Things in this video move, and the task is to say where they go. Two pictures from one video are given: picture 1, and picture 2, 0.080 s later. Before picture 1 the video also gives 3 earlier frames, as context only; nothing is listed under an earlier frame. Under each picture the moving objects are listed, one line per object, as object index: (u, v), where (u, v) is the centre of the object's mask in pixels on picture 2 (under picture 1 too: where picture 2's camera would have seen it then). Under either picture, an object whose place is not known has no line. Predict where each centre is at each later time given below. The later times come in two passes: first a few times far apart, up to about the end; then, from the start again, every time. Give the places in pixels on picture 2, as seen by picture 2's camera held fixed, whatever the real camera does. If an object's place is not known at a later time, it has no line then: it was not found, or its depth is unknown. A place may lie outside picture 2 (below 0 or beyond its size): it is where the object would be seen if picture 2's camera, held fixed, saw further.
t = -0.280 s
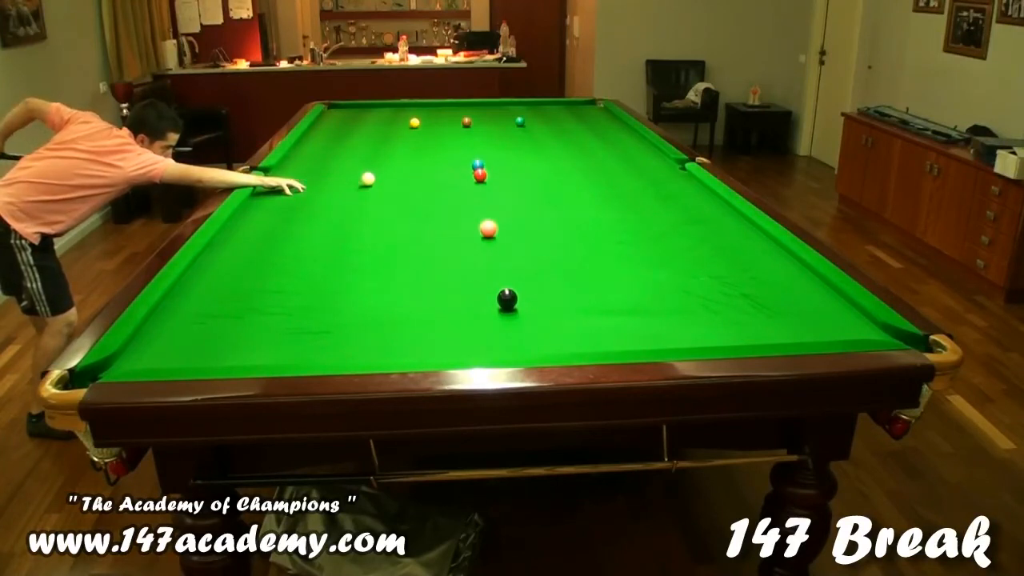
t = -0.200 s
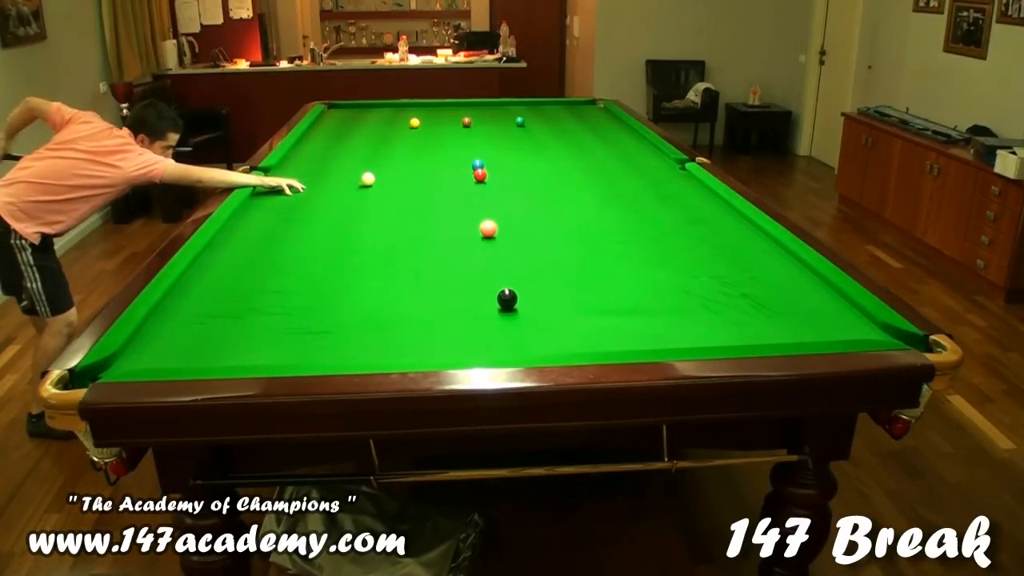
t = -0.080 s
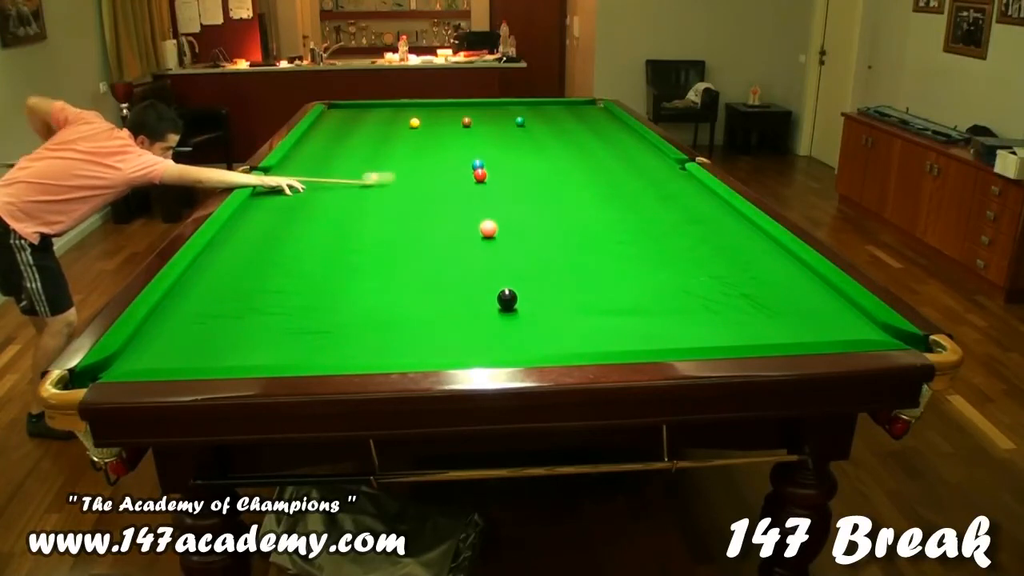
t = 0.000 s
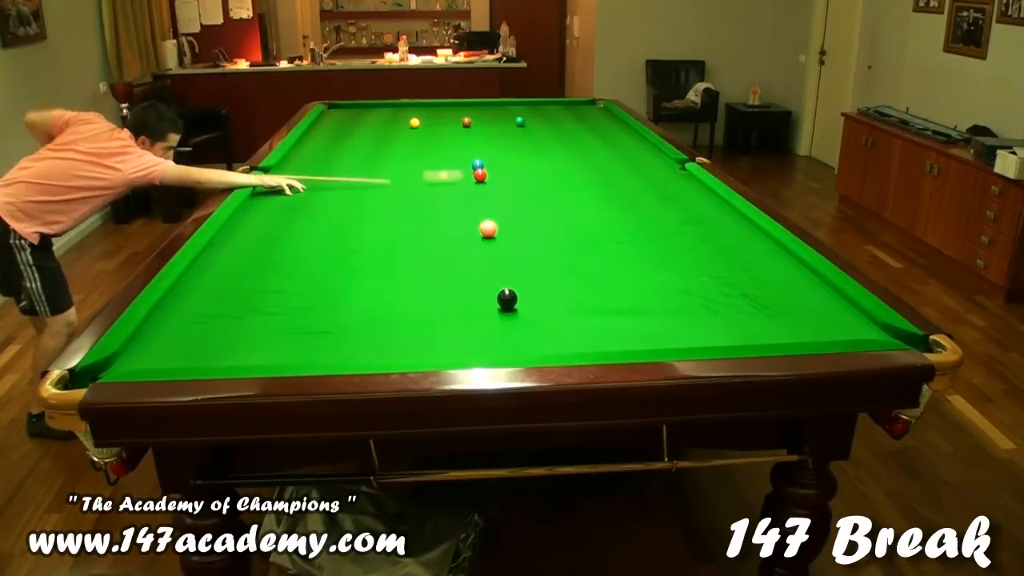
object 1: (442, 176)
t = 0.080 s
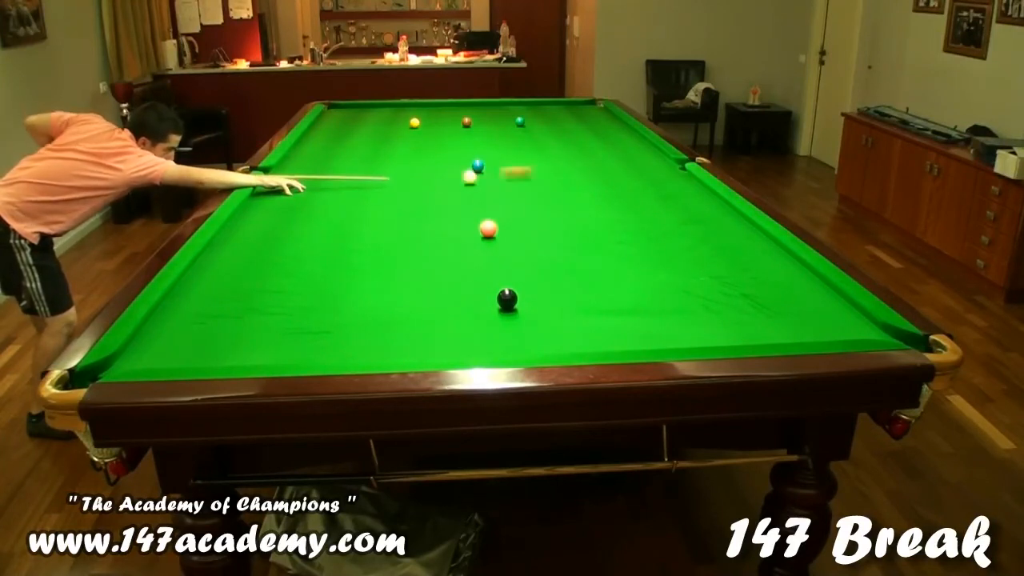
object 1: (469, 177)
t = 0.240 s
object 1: (465, 181)
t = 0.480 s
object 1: (435, 187)
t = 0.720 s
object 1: (401, 194)
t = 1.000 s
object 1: (362, 201)
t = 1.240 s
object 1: (328, 207)
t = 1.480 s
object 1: (294, 214)
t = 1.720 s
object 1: (261, 220)
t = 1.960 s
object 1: (229, 227)
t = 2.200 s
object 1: (242, 229)
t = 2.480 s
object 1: (257, 233)
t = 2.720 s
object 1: (269, 235)
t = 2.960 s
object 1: (280, 237)
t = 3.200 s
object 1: (290, 239)
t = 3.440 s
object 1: (298, 241)
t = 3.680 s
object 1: (305, 242)
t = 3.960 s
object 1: (313, 243)
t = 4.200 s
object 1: (318, 244)
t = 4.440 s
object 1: (321, 244)
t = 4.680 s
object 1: (323, 244)
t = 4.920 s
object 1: (324, 244)
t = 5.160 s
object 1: (325, 244)
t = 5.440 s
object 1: (325, 244)
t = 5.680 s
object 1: (325, 245)
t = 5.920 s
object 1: (324, 245)
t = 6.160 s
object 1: (324, 244)
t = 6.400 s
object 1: (324, 245)
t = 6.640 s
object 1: (324, 245)
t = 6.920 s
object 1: (324, 244)
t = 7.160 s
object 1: (324, 244)
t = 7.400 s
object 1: (324, 244)
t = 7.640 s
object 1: (324, 244)
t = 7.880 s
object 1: (324, 244)
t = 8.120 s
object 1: (324, 244)
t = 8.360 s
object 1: (324, 245)
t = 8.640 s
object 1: (324, 245)
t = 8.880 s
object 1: (325, 245)
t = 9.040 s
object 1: (325, 245)
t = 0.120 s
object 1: (470, 178)
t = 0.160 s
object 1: (469, 179)
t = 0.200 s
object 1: (468, 180)
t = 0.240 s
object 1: (465, 181)
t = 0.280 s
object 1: (461, 183)
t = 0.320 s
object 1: (456, 184)
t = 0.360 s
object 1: (451, 185)
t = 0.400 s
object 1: (445, 185)
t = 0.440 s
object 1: (440, 187)
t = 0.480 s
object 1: (435, 187)
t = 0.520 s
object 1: (429, 188)
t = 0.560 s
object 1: (424, 189)
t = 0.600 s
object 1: (418, 191)
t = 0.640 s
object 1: (413, 192)
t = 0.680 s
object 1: (407, 193)
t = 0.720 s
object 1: (401, 194)
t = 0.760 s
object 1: (396, 195)
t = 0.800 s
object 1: (390, 196)
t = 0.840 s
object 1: (384, 197)
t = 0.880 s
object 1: (379, 198)
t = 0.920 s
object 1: (373, 199)
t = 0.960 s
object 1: (367, 200)
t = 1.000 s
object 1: (362, 201)
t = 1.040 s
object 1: (356, 202)
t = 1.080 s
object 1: (351, 203)
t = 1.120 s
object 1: (345, 204)
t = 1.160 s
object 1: (339, 205)
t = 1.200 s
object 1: (334, 206)
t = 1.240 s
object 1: (328, 207)
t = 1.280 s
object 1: (323, 208)
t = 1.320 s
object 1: (317, 210)
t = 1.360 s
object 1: (311, 211)
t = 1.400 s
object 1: (305, 212)
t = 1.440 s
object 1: (300, 213)
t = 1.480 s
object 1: (294, 214)
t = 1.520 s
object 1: (289, 215)
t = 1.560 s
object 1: (283, 216)
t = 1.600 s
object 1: (278, 217)
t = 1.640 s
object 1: (272, 218)
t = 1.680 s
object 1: (267, 219)
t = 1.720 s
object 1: (261, 220)
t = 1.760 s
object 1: (255, 221)
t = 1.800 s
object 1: (250, 222)
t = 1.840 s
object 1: (244, 224)
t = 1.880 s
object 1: (239, 225)
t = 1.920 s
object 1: (233, 226)
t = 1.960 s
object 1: (229, 227)
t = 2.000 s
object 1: (232, 227)
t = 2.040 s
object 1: (234, 228)
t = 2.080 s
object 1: (236, 228)
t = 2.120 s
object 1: (238, 229)
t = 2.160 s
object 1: (240, 229)
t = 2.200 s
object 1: (242, 229)
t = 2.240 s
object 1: (245, 230)
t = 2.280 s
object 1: (247, 230)
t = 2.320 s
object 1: (249, 231)
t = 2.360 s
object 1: (251, 231)
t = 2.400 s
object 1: (253, 232)
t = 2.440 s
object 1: (255, 232)
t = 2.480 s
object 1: (257, 233)
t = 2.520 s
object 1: (260, 233)
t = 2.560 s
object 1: (261, 233)
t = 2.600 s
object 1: (263, 234)
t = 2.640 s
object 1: (266, 234)
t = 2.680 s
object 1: (267, 235)
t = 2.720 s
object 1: (269, 235)
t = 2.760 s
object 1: (271, 235)
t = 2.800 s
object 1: (273, 236)
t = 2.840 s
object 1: (275, 236)
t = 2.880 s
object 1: (276, 236)
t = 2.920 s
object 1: (278, 237)
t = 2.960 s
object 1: (280, 237)
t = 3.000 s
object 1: (282, 237)
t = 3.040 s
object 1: (283, 238)
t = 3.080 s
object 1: (284, 238)
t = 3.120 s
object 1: (286, 238)
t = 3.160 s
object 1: (288, 239)
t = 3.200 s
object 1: (290, 239)
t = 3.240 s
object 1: (291, 239)
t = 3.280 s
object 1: (292, 240)
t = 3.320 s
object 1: (294, 240)
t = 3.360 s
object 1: (295, 240)
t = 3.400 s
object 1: (296, 240)
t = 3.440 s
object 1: (298, 241)
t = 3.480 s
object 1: (299, 241)
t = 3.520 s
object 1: (301, 241)
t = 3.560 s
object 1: (302, 241)
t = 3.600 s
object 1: (303, 241)
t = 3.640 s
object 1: (304, 242)
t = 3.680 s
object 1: (305, 242)
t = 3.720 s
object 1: (307, 242)
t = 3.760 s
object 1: (307, 242)
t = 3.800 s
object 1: (309, 243)
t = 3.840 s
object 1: (310, 243)
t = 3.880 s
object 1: (311, 243)
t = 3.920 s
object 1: (312, 243)
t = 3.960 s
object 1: (313, 243)
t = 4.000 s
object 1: (314, 243)
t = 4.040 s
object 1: (315, 244)
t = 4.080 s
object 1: (315, 244)
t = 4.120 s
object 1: (316, 244)
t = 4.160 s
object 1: (317, 244)
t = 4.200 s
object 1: (318, 244)
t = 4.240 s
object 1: (318, 244)
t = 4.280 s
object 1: (319, 244)
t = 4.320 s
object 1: (320, 244)
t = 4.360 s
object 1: (320, 244)
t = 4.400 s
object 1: (321, 244)
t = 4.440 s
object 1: (321, 244)
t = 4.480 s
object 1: (322, 244)
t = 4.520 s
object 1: (322, 244)
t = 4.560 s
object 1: (323, 244)
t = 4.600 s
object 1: (323, 244)
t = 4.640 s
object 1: (323, 244)
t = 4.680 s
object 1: (323, 244)
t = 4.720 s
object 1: (324, 245)
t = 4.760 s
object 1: (324, 244)
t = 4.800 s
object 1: (324, 244)
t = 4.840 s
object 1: (324, 244)
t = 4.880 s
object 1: (324, 244)
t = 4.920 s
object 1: (324, 244)
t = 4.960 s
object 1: (324, 244)
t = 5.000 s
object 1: (325, 244)
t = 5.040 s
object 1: (325, 244)
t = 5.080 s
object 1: (325, 244)
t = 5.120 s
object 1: (325, 244)
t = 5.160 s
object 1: (325, 244)
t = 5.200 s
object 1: (325, 244)
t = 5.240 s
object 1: (325, 244)
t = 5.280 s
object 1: (325, 244)
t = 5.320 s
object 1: (325, 244)
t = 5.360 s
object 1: (325, 244)
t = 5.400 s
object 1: (325, 244)
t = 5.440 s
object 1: (325, 244)
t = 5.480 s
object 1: (325, 244)
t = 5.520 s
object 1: (325, 244)
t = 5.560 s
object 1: (325, 244)
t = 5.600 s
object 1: (324, 245)
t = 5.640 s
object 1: (324, 245)
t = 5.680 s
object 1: (325, 245)
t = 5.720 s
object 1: (324, 245)
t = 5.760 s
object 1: (324, 245)
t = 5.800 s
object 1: (324, 245)
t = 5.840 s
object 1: (324, 245)
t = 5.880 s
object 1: (324, 245)
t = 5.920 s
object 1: (324, 245)
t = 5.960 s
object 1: (325, 244)
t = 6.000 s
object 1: (324, 244)
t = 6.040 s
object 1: (325, 245)
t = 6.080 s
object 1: (325, 245)
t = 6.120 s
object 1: (325, 245)
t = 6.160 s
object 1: (324, 244)
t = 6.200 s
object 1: (325, 244)
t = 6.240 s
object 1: (324, 245)
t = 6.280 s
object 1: (325, 245)
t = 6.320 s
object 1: (325, 245)
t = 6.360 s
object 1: (324, 245)
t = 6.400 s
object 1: (324, 245)
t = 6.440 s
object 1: (325, 245)
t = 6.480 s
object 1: (325, 244)
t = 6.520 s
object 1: (325, 245)
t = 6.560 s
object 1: (325, 245)
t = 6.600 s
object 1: (325, 245)
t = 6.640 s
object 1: (324, 245)
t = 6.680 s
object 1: (324, 245)
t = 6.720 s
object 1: (325, 245)
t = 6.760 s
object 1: (324, 245)
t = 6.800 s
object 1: (324, 245)
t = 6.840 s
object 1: (324, 245)
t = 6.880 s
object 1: (324, 245)
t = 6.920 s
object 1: (324, 244)
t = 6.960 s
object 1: (324, 244)
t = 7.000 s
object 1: (324, 245)
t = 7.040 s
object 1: (324, 245)
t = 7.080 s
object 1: (324, 245)
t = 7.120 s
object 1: (324, 245)
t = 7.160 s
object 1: (324, 244)
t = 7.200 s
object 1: (324, 245)
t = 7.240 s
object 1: (324, 244)
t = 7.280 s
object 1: (324, 244)
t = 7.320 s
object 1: (324, 244)
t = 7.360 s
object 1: (324, 245)
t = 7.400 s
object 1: (324, 244)
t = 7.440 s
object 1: (324, 244)
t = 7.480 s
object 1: (324, 244)
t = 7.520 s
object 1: (324, 244)
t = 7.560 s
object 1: (324, 244)
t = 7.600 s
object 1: (324, 244)
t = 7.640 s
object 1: (324, 244)
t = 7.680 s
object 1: (324, 244)
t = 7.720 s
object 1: (324, 244)
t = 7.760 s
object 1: (324, 244)
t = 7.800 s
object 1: (324, 244)
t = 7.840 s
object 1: (324, 244)
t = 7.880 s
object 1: (324, 244)
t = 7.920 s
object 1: (324, 245)
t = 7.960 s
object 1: (324, 244)
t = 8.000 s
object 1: (324, 244)
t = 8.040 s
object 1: (324, 244)
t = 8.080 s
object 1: (324, 245)
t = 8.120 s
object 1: (324, 244)
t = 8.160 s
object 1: (324, 244)
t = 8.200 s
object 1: (324, 245)
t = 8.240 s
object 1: (324, 244)
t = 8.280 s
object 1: (324, 245)
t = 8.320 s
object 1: (324, 244)
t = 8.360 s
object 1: (324, 245)
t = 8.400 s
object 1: (324, 245)
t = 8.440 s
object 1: (324, 245)
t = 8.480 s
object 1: (324, 245)
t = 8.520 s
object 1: (324, 245)
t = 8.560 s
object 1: (324, 245)
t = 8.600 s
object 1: (324, 244)
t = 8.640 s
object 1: (324, 245)
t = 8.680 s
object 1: (324, 244)
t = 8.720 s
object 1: (324, 244)
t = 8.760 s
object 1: (324, 244)
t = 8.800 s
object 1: (325, 245)
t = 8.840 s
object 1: (324, 245)
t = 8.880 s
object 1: (325, 245)
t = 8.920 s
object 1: (324, 245)
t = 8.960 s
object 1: (324, 245)
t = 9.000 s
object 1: (324, 245)
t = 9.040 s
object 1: (325, 245)
